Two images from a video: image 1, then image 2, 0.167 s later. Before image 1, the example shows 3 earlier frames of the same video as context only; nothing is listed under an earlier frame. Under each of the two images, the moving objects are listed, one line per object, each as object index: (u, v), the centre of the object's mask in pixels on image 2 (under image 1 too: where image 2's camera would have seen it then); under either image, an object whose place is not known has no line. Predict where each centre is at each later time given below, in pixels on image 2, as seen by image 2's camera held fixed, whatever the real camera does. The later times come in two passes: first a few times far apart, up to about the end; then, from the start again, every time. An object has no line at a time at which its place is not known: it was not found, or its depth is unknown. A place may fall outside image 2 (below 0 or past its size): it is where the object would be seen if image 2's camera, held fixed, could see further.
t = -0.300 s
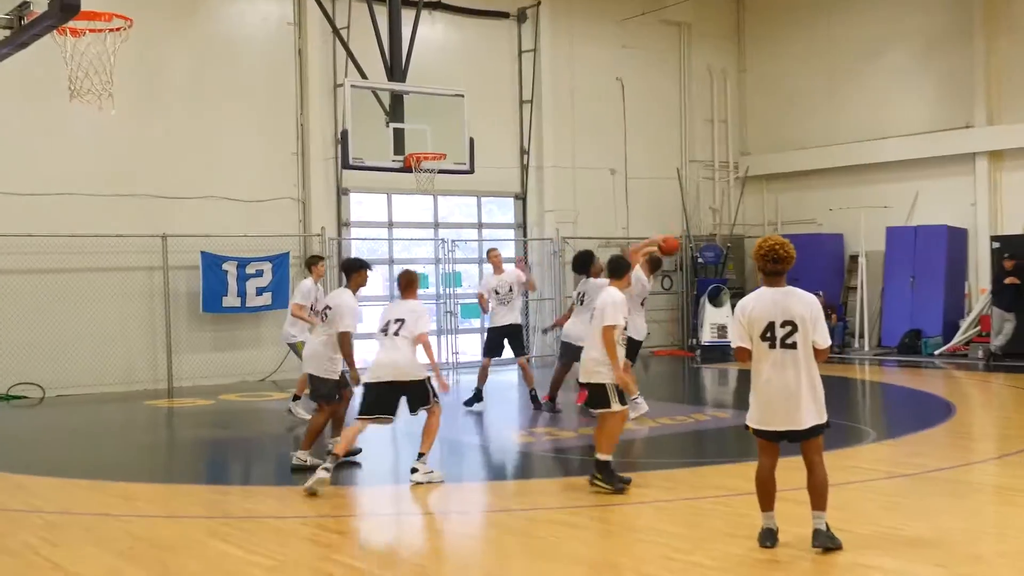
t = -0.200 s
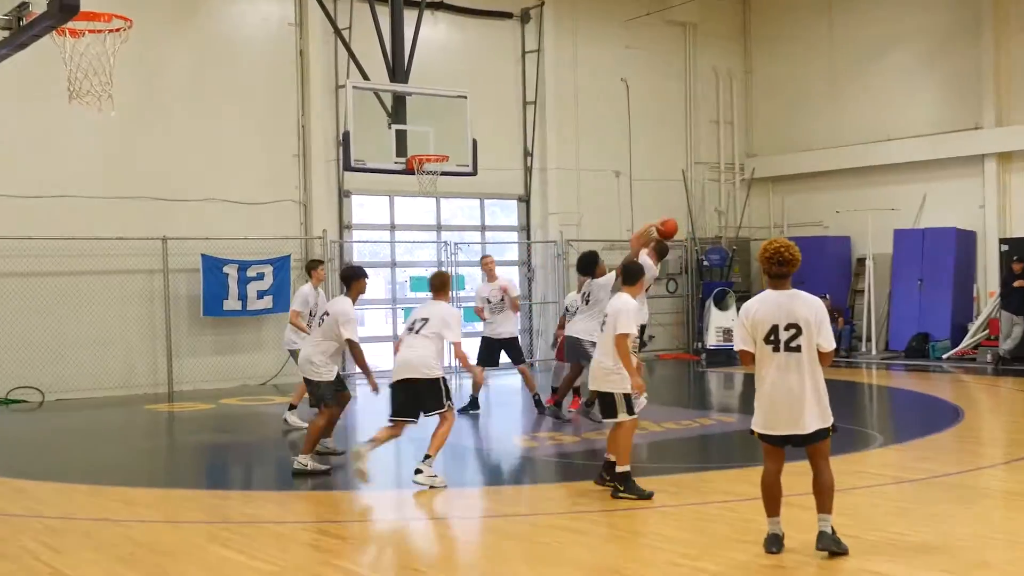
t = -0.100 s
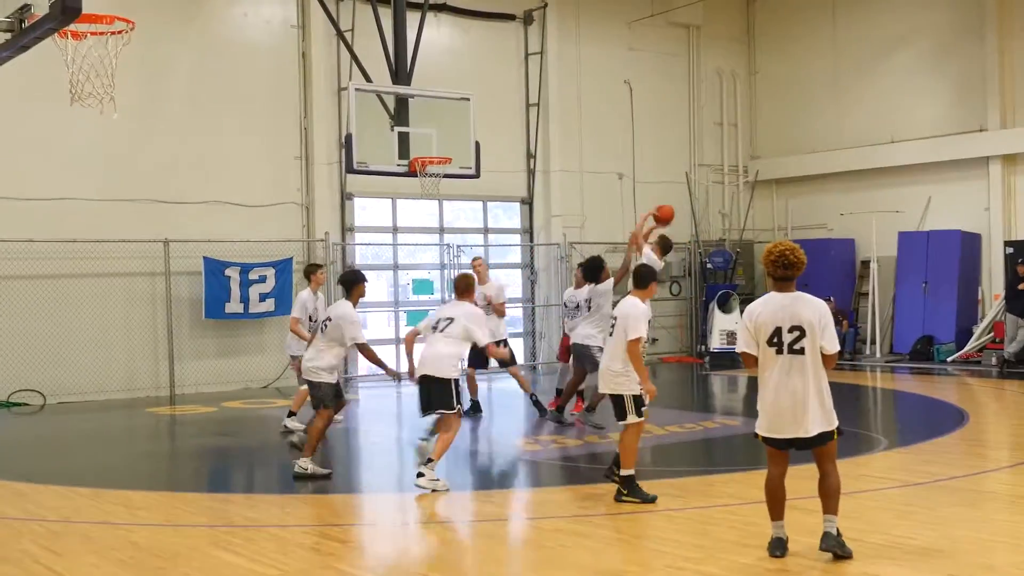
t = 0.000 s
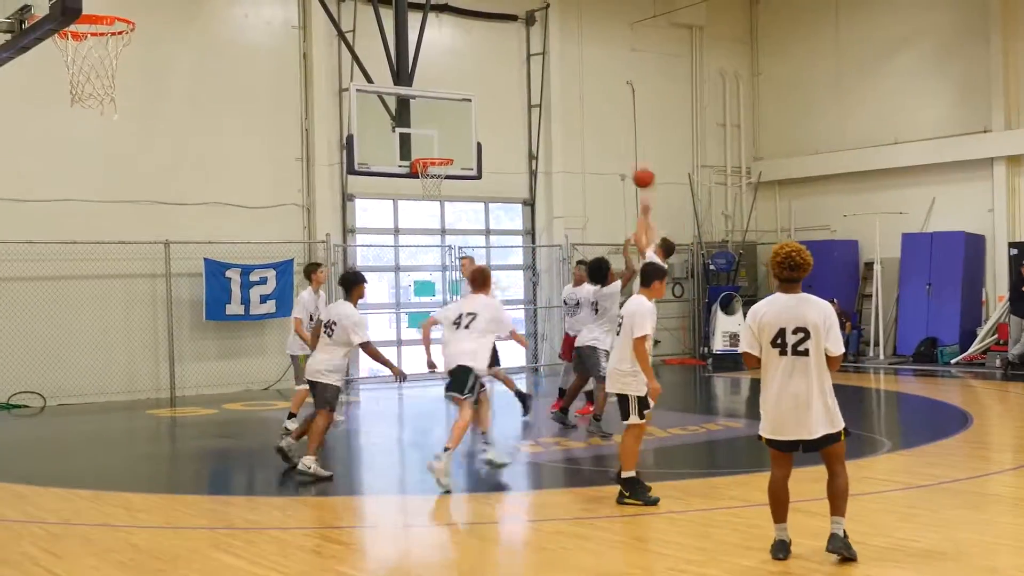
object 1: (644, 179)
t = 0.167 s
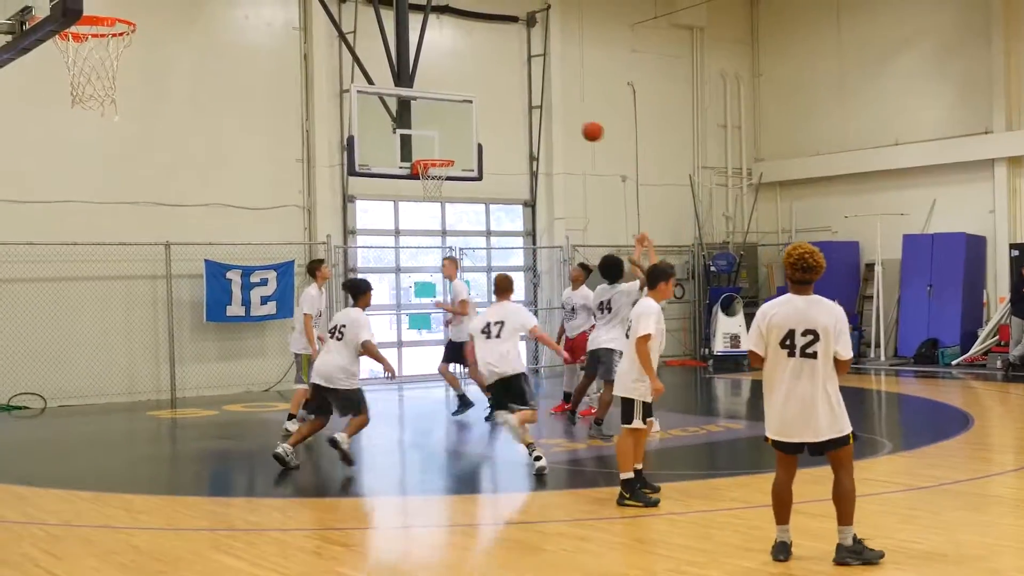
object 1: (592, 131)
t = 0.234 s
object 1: (573, 120)
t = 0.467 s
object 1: (510, 110)
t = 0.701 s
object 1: (454, 145)
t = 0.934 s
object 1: (413, 147)
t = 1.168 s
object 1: (397, 151)
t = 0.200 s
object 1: (582, 125)
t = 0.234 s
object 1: (573, 120)
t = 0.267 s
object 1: (563, 115)
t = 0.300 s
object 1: (554, 112)
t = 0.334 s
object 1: (545, 110)
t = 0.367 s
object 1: (535, 109)
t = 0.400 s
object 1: (527, 108)
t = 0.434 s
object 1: (518, 109)
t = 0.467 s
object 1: (510, 110)
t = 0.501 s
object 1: (501, 113)
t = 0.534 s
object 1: (493, 116)
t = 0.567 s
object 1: (485, 120)
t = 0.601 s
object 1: (477, 125)
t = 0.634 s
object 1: (469, 131)
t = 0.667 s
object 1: (462, 137)
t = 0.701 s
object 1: (454, 145)
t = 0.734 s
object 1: (447, 152)
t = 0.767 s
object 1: (440, 153)
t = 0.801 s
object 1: (434, 152)
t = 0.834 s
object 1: (428, 152)
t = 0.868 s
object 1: (422, 151)
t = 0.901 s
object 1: (417, 149)
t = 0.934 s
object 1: (413, 147)
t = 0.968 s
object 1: (410, 146)
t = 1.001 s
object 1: (408, 145)
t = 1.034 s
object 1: (406, 144)
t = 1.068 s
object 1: (404, 144)
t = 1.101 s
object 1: (401, 146)
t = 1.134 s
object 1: (400, 148)
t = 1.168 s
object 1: (397, 151)
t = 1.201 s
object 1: (395, 155)
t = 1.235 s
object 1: (393, 161)
